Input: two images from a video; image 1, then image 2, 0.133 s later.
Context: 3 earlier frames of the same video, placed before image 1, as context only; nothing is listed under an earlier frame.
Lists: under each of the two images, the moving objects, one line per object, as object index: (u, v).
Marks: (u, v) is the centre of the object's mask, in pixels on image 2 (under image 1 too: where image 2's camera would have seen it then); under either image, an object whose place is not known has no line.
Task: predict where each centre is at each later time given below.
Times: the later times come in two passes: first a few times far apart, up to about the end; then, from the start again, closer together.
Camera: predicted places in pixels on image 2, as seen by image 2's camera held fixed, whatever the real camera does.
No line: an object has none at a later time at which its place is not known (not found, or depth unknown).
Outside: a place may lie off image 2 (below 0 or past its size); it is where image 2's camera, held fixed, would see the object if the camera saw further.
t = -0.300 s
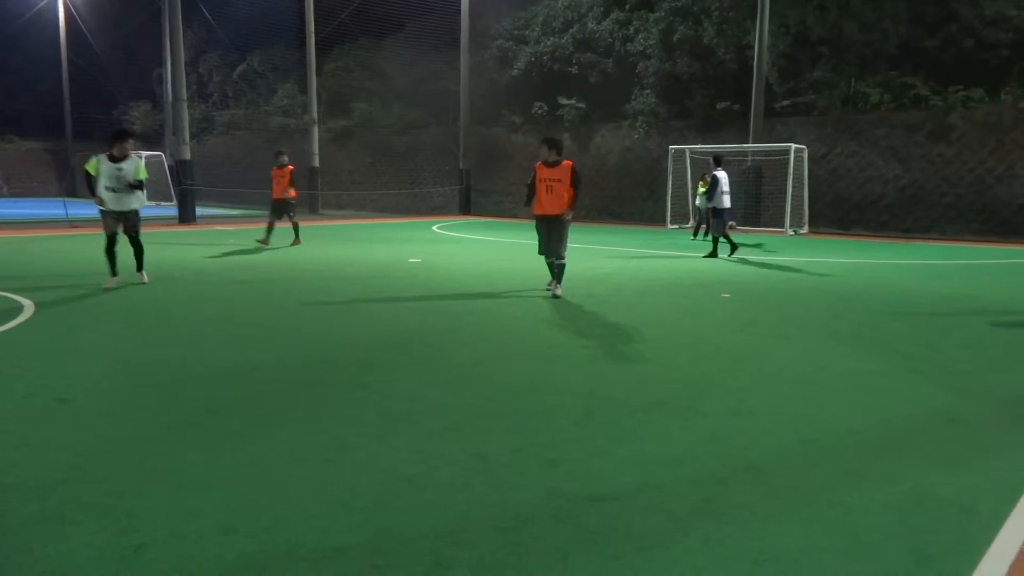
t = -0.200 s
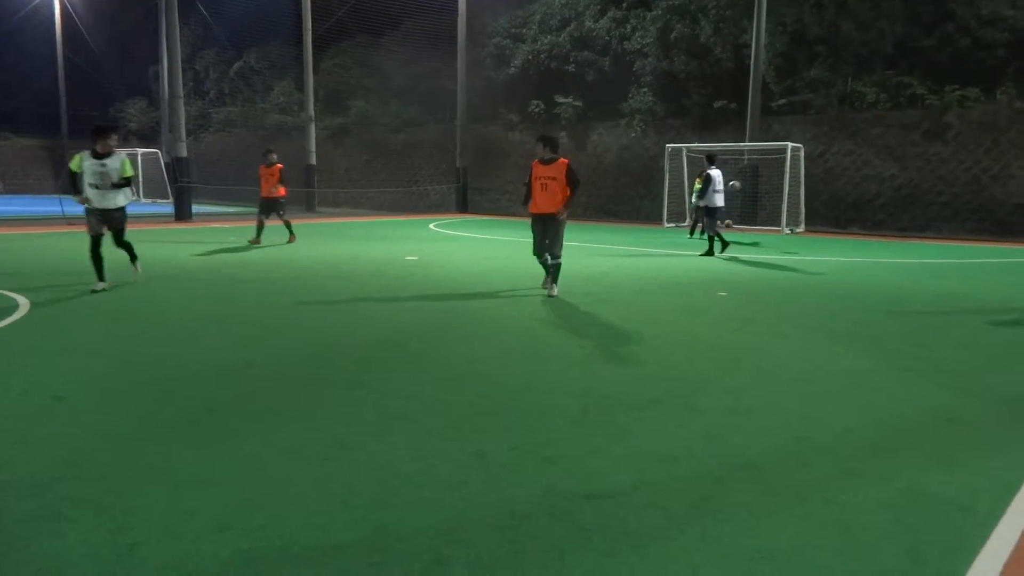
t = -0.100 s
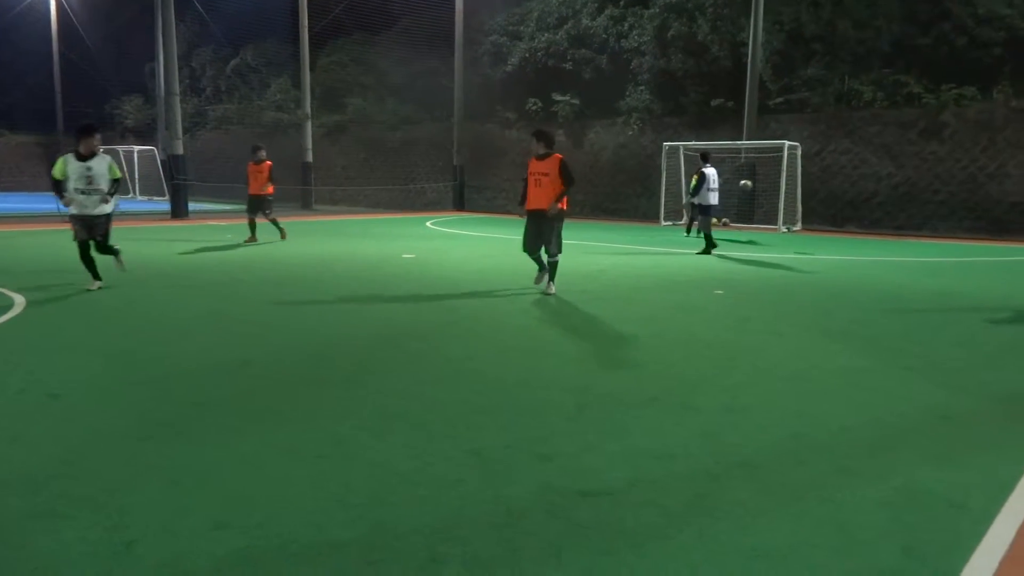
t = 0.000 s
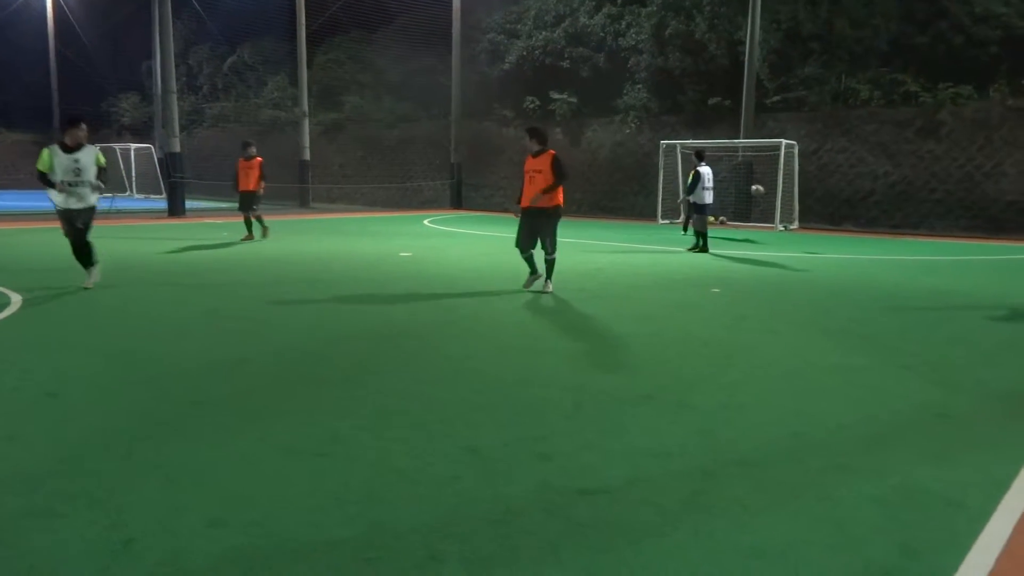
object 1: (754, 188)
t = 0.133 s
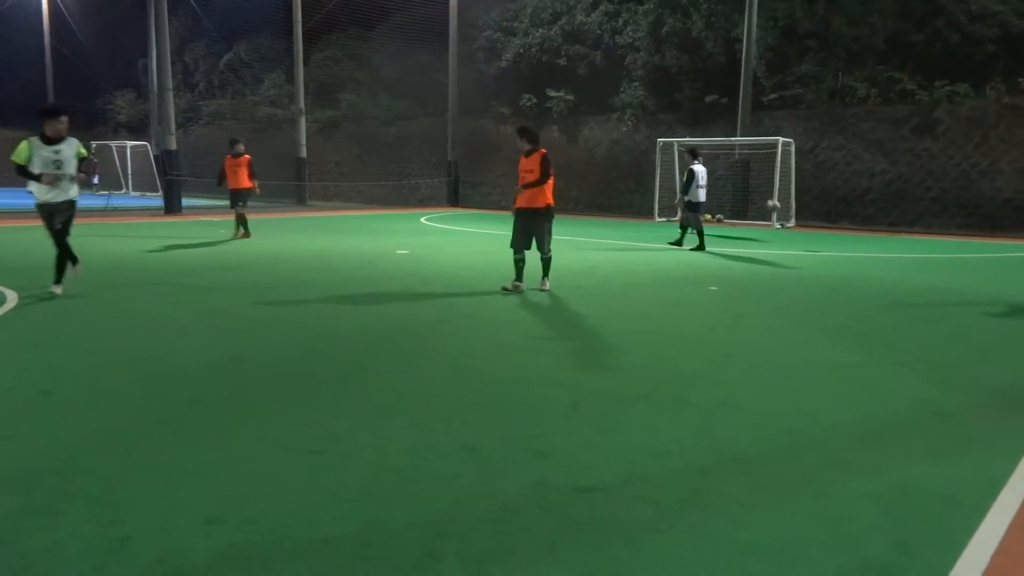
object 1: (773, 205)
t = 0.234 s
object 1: (789, 226)
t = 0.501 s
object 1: (828, 228)
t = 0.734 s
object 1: (863, 240)
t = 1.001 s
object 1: (908, 251)
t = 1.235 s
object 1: (952, 262)
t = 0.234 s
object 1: (789, 226)
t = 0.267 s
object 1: (794, 238)
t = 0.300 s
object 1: (799, 243)
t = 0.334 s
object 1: (803, 240)
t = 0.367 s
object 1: (808, 236)
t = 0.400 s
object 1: (814, 233)
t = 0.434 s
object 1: (819, 231)
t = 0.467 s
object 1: (823, 229)
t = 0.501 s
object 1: (828, 228)
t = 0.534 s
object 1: (833, 228)
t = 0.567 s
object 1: (838, 228)
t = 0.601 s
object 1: (843, 229)
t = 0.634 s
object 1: (848, 231)
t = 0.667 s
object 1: (853, 233)
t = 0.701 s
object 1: (859, 236)
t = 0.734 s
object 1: (863, 240)
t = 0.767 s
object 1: (868, 245)
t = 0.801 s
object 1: (873, 252)
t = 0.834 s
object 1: (878, 253)
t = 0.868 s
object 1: (884, 251)
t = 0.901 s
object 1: (891, 250)
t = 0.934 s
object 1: (896, 250)
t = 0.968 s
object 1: (902, 250)
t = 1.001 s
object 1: (908, 251)
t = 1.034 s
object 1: (914, 253)
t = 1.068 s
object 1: (920, 256)
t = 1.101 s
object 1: (926, 260)
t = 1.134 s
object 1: (932, 261)
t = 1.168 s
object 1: (939, 261)
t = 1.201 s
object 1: (945, 261)
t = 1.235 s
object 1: (952, 262)
